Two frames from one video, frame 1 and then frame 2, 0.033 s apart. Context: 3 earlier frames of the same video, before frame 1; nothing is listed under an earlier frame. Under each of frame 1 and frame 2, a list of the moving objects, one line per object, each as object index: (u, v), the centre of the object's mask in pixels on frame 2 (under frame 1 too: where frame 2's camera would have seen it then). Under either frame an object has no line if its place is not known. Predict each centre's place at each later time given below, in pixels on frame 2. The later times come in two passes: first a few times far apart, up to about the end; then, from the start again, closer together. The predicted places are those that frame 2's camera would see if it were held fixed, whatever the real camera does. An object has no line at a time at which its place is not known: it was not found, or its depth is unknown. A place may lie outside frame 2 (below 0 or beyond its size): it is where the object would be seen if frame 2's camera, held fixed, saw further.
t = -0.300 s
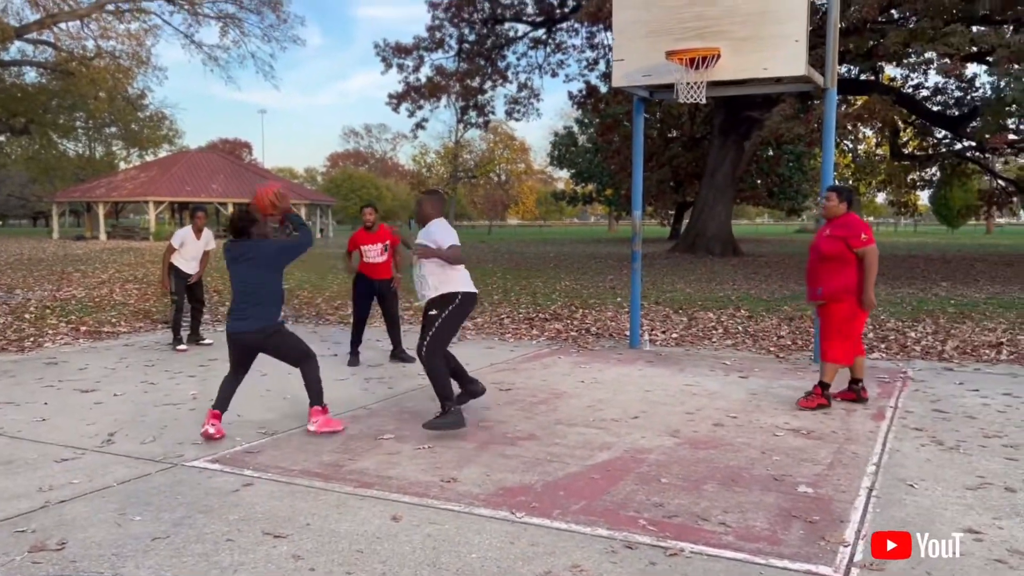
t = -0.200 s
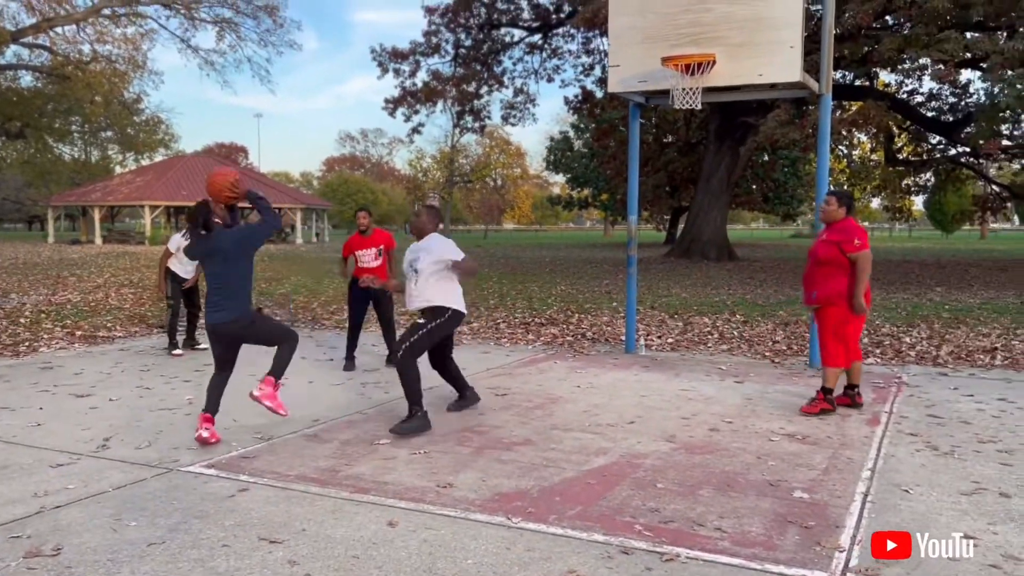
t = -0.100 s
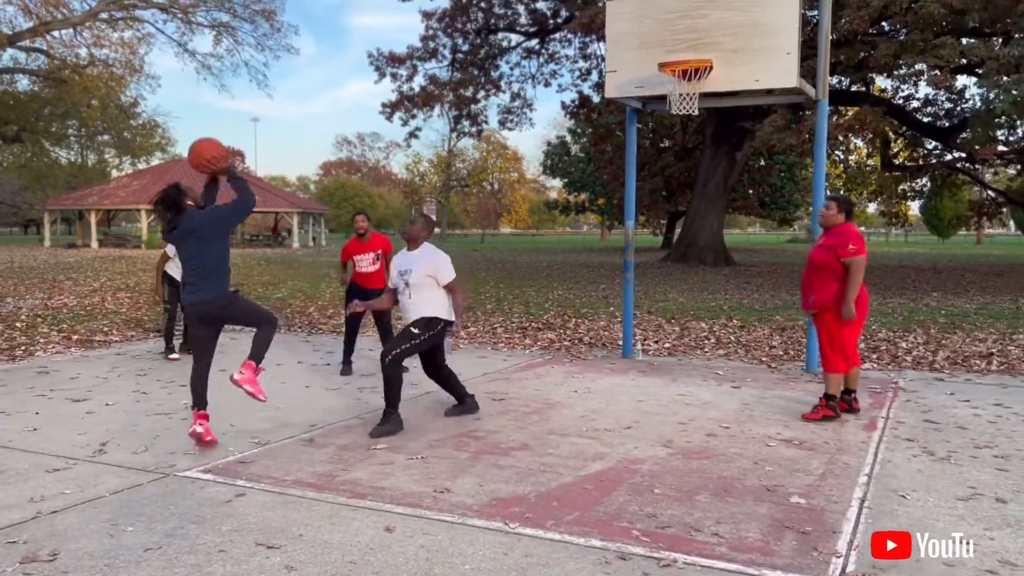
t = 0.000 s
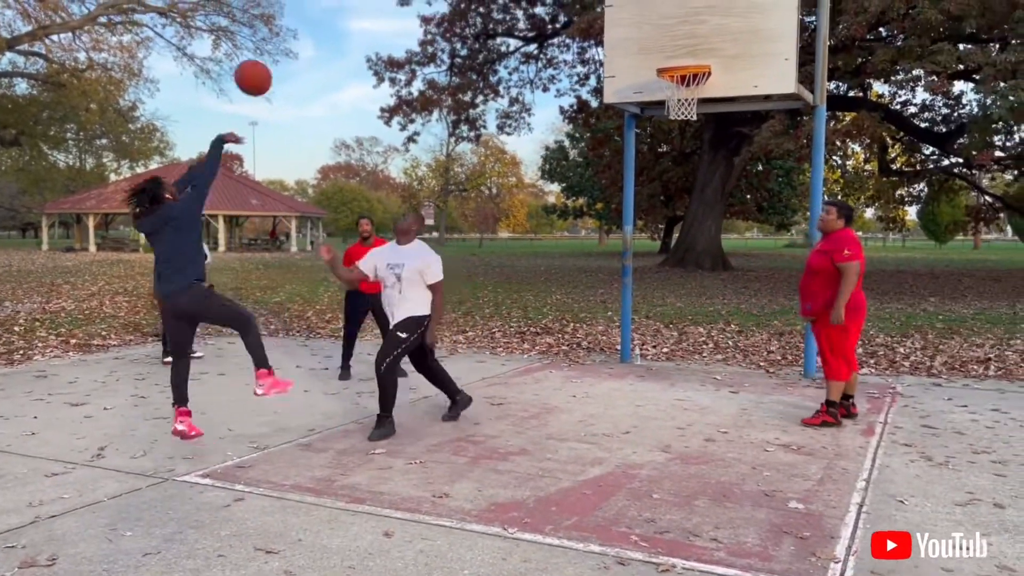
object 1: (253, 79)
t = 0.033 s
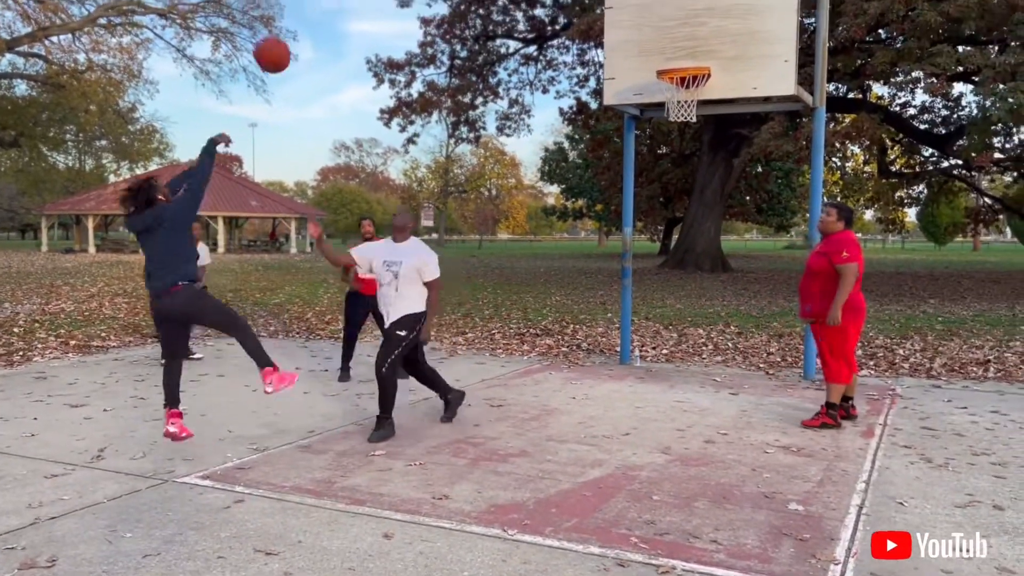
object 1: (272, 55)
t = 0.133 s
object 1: (328, 3)
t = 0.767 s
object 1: (594, -21)
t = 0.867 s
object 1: (623, 11)
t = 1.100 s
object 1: (633, 24)
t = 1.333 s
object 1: (597, -1)
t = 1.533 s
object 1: (569, 23)
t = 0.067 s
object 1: (291, 32)
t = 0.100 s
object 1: (309, 13)
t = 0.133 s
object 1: (328, 3)
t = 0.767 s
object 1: (594, -21)
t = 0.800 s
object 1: (603, -15)
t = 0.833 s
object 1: (613, -3)
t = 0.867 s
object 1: (623, 11)
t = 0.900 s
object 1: (632, 25)
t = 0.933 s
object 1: (642, 41)
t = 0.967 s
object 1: (651, 58)
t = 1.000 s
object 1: (649, 54)
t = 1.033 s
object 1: (644, 43)
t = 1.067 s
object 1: (639, 33)
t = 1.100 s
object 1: (633, 24)
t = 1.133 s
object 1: (628, 17)
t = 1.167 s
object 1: (623, 11)
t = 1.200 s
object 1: (618, 6)
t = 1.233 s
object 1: (613, 2)
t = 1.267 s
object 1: (608, 0)
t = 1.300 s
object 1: (601, -1)
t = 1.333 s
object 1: (597, -1)
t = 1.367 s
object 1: (591, 0)
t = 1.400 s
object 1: (586, 1)
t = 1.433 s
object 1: (581, 5)
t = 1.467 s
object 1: (578, 11)
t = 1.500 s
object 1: (574, 17)
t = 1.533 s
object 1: (569, 23)
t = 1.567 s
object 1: (563, 32)
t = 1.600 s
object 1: (557, 40)
